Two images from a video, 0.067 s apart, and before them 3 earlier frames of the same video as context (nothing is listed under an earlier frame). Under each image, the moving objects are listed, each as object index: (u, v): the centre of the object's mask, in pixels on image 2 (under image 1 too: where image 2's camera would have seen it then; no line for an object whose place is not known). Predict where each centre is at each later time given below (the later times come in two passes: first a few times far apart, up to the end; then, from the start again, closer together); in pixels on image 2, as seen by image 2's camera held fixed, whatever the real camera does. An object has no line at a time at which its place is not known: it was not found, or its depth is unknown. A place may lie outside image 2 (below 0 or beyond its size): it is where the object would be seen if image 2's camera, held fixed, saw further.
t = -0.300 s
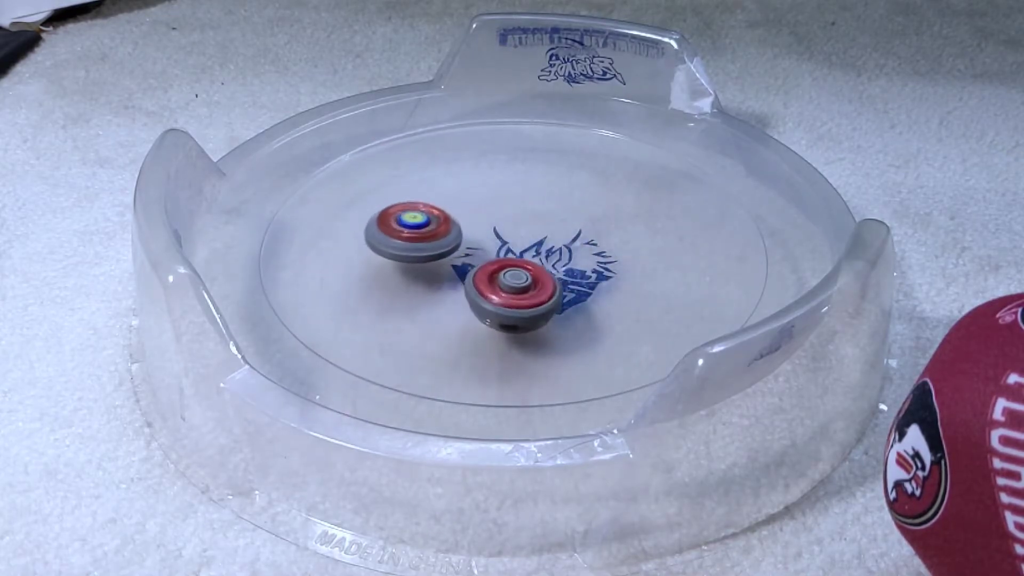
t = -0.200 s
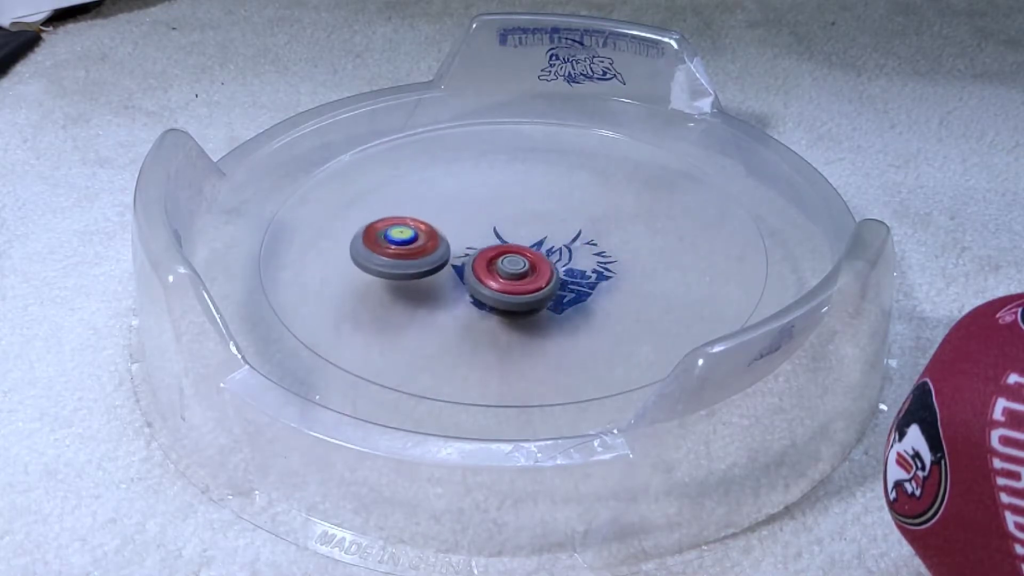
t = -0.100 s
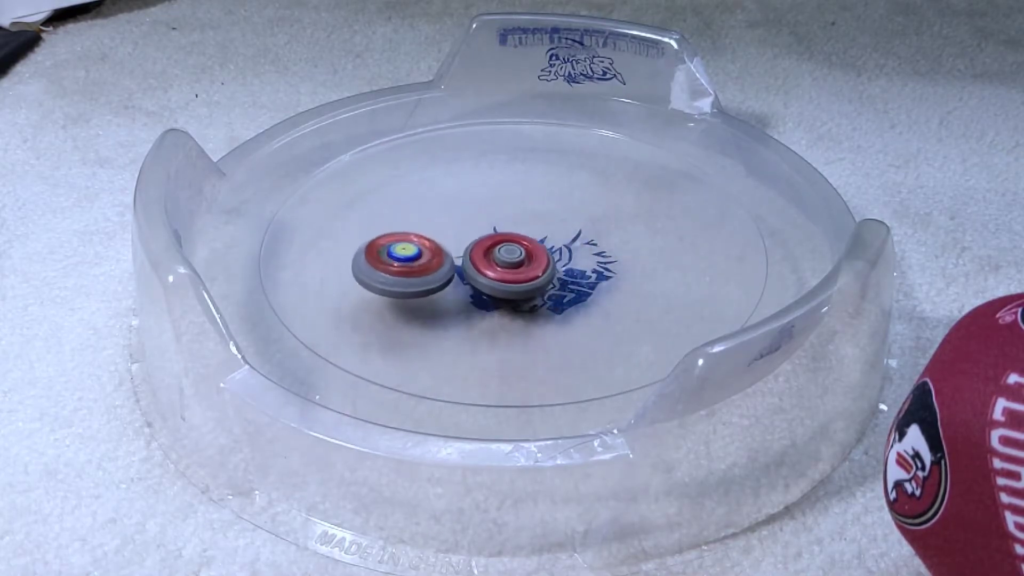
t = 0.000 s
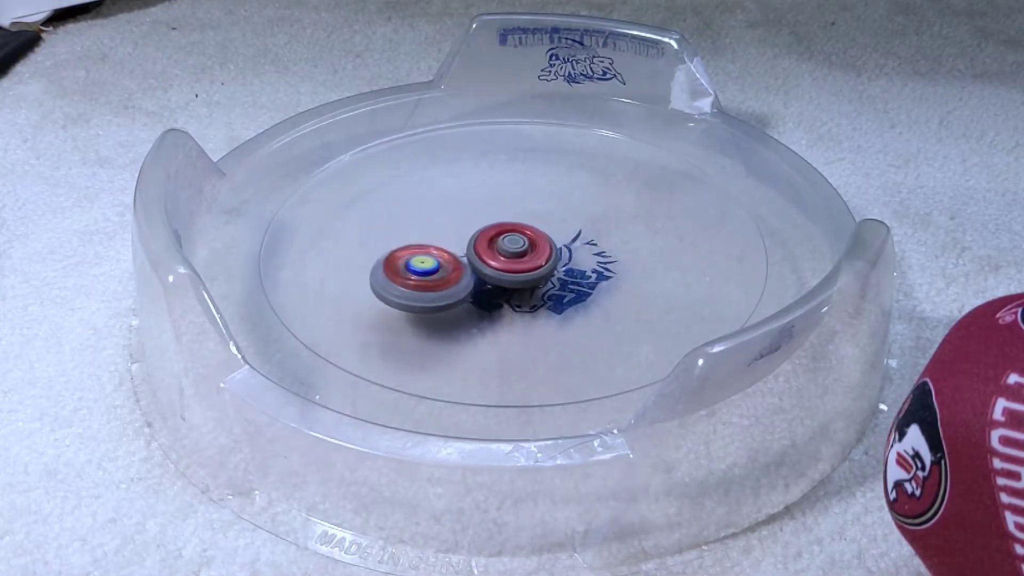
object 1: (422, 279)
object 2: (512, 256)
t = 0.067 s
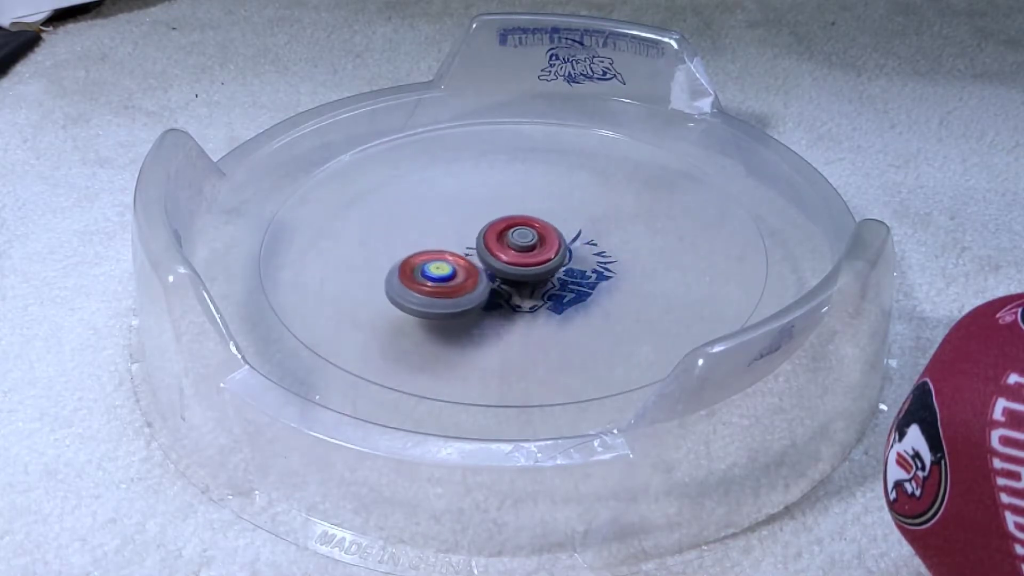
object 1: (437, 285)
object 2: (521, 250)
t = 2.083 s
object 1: (586, 312)
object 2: (520, 174)
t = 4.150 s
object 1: (543, 229)
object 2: (589, 277)
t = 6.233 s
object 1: (524, 263)
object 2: (615, 207)
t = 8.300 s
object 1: (464, 215)
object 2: (560, 281)
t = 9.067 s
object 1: (520, 245)
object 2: (611, 283)
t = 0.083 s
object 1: (441, 286)
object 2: (524, 248)
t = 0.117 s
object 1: (450, 287)
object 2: (528, 246)
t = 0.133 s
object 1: (455, 287)
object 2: (530, 245)
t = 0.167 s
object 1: (466, 287)
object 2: (533, 243)
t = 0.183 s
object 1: (472, 287)
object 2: (534, 242)
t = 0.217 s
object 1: (477, 289)
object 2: (540, 239)
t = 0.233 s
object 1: (480, 288)
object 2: (543, 237)
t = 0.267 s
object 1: (487, 286)
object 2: (547, 234)
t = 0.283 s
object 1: (491, 285)
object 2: (549, 233)
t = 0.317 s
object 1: (500, 283)
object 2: (551, 231)
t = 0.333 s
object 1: (503, 282)
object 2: (552, 230)
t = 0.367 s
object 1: (505, 281)
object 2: (557, 227)
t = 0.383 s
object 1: (507, 280)
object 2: (559, 225)
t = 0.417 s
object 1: (512, 277)
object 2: (561, 223)
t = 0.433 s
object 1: (515, 275)
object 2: (562, 222)
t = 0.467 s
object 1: (518, 272)
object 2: (564, 219)
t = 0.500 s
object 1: (518, 271)
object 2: (567, 216)
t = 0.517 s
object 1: (519, 270)
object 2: (568, 214)
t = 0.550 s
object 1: (520, 267)
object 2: (570, 212)
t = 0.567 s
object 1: (521, 265)
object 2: (570, 211)
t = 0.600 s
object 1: (522, 262)
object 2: (571, 209)
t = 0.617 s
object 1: (521, 262)
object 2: (573, 207)
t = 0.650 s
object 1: (518, 261)
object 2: (575, 203)
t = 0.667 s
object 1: (517, 259)
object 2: (575, 202)
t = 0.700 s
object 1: (516, 256)
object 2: (574, 202)
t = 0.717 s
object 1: (515, 255)
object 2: (573, 202)
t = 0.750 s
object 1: (514, 252)
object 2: (569, 201)
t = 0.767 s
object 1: (512, 251)
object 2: (567, 200)
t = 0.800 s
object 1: (507, 250)
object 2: (565, 197)
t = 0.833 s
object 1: (502, 248)
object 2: (563, 195)
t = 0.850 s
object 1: (500, 247)
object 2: (562, 195)
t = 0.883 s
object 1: (496, 246)
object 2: (558, 194)
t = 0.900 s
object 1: (494, 245)
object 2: (557, 194)
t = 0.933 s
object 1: (491, 244)
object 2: (554, 193)
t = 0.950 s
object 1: (490, 244)
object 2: (552, 194)
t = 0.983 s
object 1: (487, 244)
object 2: (549, 195)
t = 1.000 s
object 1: (486, 244)
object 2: (548, 195)
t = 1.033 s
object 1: (484, 244)
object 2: (546, 197)
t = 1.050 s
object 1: (483, 245)
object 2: (545, 198)
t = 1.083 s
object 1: (482, 245)
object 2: (545, 200)
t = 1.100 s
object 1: (481, 245)
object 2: (544, 201)
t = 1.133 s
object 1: (470, 251)
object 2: (552, 199)
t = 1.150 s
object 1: (464, 255)
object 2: (558, 197)
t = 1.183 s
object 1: (454, 261)
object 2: (567, 195)
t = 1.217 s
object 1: (451, 265)
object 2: (574, 195)
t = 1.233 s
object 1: (451, 266)
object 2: (576, 196)
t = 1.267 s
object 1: (454, 270)
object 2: (579, 199)
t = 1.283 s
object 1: (457, 271)
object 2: (579, 200)
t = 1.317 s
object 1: (462, 275)
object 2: (577, 204)
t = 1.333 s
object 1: (466, 276)
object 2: (575, 206)
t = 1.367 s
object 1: (473, 277)
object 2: (571, 209)
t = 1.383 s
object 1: (476, 277)
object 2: (569, 212)
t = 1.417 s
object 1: (484, 278)
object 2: (565, 215)
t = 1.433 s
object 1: (488, 277)
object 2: (563, 216)
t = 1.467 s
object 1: (497, 277)
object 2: (558, 221)
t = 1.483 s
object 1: (501, 276)
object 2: (556, 224)
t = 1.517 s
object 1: (506, 277)
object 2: (554, 224)
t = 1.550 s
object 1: (479, 296)
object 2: (579, 197)
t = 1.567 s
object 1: (467, 304)
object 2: (591, 184)
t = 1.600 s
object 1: (447, 320)
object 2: (607, 162)
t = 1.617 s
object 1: (439, 327)
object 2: (613, 152)
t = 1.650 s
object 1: (428, 335)
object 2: (620, 136)
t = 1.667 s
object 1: (426, 339)
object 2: (622, 130)
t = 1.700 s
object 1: (428, 343)
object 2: (620, 121)
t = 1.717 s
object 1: (432, 344)
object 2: (616, 119)
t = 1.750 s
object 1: (446, 347)
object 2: (608, 117)
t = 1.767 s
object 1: (454, 347)
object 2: (603, 118)
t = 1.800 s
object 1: (470, 348)
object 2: (594, 120)
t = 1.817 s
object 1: (478, 348)
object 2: (590, 121)
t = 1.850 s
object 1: (494, 347)
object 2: (581, 125)
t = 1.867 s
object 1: (502, 347)
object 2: (577, 127)
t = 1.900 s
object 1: (518, 343)
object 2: (568, 132)
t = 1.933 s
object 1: (534, 340)
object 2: (558, 138)
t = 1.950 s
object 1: (541, 338)
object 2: (554, 141)
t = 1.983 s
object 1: (555, 332)
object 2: (544, 149)
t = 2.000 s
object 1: (561, 329)
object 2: (540, 153)
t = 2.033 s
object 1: (572, 322)
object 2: (531, 161)
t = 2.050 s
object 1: (578, 319)
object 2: (527, 166)
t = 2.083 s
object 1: (586, 312)
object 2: (520, 174)
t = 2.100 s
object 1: (590, 308)
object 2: (516, 178)
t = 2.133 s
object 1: (596, 299)
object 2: (510, 186)
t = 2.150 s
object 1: (598, 295)
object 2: (507, 190)
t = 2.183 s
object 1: (602, 286)
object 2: (503, 196)
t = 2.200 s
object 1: (602, 281)
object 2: (500, 199)
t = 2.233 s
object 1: (602, 273)
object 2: (497, 204)
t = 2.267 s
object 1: (600, 264)
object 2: (494, 207)
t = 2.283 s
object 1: (598, 260)
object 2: (492, 209)
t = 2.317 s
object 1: (594, 251)
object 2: (490, 211)
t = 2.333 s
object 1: (591, 247)
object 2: (488, 213)
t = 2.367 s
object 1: (584, 238)
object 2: (486, 215)
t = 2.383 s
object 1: (580, 234)
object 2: (484, 216)
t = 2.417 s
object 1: (573, 226)
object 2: (481, 219)
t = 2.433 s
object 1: (571, 222)
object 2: (478, 220)
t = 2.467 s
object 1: (564, 215)
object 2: (473, 222)
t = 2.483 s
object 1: (560, 212)
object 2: (472, 223)
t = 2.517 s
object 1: (553, 205)
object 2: (468, 226)
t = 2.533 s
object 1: (549, 202)
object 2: (467, 227)
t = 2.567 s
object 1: (539, 196)
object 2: (464, 229)
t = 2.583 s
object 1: (534, 194)
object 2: (464, 230)
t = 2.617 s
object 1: (523, 189)
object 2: (462, 231)
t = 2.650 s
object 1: (512, 185)
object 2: (461, 233)
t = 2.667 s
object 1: (506, 183)
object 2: (461, 233)
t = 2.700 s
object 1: (495, 181)
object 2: (460, 235)
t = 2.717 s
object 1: (489, 179)
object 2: (460, 235)
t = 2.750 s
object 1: (478, 178)
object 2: (459, 237)
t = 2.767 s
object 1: (473, 178)
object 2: (459, 238)
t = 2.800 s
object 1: (462, 179)
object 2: (458, 239)
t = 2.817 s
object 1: (457, 179)
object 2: (458, 240)
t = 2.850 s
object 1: (447, 181)
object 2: (458, 241)
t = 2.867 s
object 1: (442, 182)
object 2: (458, 241)
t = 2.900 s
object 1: (434, 185)
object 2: (458, 242)
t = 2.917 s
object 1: (430, 186)
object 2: (458, 243)
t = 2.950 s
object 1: (423, 190)
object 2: (458, 243)
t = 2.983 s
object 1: (416, 194)
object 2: (458, 244)
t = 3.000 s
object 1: (414, 196)
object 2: (459, 245)
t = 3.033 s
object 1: (410, 200)
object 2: (460, 247)
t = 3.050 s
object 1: (408, 203)
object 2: (462, 248)
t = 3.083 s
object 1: (405, 207)
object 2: (464, 251)
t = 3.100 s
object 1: (404, 210)
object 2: (466, 252)
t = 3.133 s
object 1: (403, 216)
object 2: (471, 255)
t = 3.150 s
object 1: (403, 218)
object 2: (473, 256)
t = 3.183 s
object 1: (391, 212)
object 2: (498, 269)
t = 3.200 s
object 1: (385, 208)
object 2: (511, 276)
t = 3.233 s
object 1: (378, 205)
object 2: (535, 287)
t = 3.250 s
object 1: (376, 205)
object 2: (546, 291)
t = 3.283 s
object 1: (376, 209)
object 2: (565, 297)
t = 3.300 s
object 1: (377, 212)
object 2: (572, 298)
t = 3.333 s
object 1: (379, 219)
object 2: (582, 299)
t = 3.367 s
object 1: (383, 226)
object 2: (587, 298)
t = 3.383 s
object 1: (385, 230)
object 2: (589, 298)
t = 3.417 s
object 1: (392, 237)
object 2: (591, 297)
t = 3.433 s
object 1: (395, 240)
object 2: (592, 296)
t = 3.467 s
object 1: (404, 246)
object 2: (592, 294)
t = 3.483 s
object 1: (409, 249)
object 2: (592, 294)
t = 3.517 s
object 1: (419, 255)
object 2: (591, 292)
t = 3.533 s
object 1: (425, 256)
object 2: (590, 291)
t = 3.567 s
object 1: (437, 261)
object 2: (588, 289)
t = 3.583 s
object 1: (443, 263)
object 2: (587, 289)
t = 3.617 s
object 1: (456, 267)
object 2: (584, 287)
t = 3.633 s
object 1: (463, 268)
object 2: (584, 286)
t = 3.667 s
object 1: (477, 270)
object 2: (581, 285)
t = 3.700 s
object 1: (488, 270)
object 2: (580, 283)
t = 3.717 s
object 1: (491, 269)
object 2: (583, 283)
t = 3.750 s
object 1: (486, 260)
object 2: (603, 286)
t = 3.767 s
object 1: (484, 257)
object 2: (610, 286)
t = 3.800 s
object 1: (485, 252)
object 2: (618, 287)
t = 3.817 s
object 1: (487, 249)
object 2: (619, 287)
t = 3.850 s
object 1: (494, 247)
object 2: (620, 287)
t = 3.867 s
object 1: (498, 247)
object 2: (620, 286)
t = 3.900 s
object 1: (505, 246)
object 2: (618, 285)
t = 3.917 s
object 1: (508, 245)
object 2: (617, 285)
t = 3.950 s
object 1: (514, 244)
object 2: (614, 284)
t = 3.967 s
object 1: (517, 243)
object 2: (613, 284)
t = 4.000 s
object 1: (523, 241)
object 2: (609, 282)
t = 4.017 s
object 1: (526, 240)
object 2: (607, 282)
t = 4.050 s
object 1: (531, 238)
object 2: (603, 281)
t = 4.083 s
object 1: (535, 235)
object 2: (599, 280)
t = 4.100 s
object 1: (538, 233)
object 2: (596, 279)
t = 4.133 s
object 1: (541, 230)
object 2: (592, 278)
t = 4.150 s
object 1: (543, 229)
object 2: (589, 277)
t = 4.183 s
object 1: (547, 226)
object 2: (585, 276)
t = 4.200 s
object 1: (548, 224)
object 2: (583, 275)
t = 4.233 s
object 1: (550, 221)
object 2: (579, 274)
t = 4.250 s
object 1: (550, 220)
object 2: (576, 273)
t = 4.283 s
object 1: (550, 217)
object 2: (572, 272)
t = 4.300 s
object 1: (550, 216)
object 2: (569, 272)
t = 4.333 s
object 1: (549, 214)
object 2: (565, 271)
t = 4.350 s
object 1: (549, 214)
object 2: (564, 271)
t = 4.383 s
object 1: (547, 213)
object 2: (560, 270)
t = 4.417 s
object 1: (545, 212)
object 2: (556, 268)
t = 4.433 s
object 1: (543, 211)
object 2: (553, 266)
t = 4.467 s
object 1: (540, 211)
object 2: (549, 265)
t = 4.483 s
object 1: (538, 210)
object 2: (548, 264)
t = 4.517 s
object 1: (533, 210)
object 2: (545, 265)
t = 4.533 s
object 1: (531, 209)
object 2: (543, 264)
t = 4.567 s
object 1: (526, 209)
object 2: (541, 264)
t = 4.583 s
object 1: (523, 209)
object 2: (539, 263)
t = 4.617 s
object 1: (518, 210)
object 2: (538, 264)
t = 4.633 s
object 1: (514, 210)
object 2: (537, 264)
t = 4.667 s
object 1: (507, 210)
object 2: (536, 265)
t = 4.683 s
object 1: (504, 211)
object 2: (535, 265)
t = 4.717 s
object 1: (498, 213)
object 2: (534, 264)
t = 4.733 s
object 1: (496, 214)
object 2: (533, 264)
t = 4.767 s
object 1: (490, 217)
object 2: (534, 262)
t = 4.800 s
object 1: (480, 218)
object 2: (538, 267)
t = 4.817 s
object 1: (475, 219)
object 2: (539, 269)
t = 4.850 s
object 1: (468, 222)
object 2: (540, 271)
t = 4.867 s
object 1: (467, 225)
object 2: (540, 271)
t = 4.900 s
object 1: (465, 230)
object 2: (541, 270)
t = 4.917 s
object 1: (465, 233)
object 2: (541, 270)
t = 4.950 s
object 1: (465, 238)
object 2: (543, 268)
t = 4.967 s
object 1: (465, 241)
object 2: (543, 268)
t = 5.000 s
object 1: (452, 235)
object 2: (568, 276)
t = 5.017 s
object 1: (445, 233)
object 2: (580, 278)
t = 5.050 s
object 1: (435, 229)
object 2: (602, 283)
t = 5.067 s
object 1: (431, 228)
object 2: (610, 284)
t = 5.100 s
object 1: (427, 228)
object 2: (622, 285)
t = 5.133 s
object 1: (427, 232)
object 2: (627, 284)
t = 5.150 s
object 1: (428, 235)
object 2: (627, 284)
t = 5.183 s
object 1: (428, 241)
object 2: (627, 282)
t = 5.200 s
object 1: (429, 245)
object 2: (626, 282)
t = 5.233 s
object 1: (431, 250)
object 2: (625, 280)
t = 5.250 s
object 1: (432, 253)
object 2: (623, 279)
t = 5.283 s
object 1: (435, 259)
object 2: (621, 278)
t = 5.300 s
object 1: (437, 262)
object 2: (620, 277)
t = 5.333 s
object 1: (442, 268)
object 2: (617, 275)
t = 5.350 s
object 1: (445, 271)
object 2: (617, 275)
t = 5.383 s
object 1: (452, 276)
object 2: (614, 274)
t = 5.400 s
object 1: (456, 278)
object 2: (614, 273)
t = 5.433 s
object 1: (464, 282)
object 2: (611, 272)
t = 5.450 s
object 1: (468, 283)
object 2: (610, 271)
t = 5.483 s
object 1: (477, 286)
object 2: (607, 270)
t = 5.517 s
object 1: (485, 287)
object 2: (604, 269)
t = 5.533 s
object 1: (490, 288)
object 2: (602, 269)
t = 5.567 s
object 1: (498, 288)
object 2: (598, 268)
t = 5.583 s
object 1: (501, 290)
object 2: (598, 266)
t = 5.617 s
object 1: (505, 290)
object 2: (599, 264)
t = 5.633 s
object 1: (502, 290)
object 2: (605, 262)
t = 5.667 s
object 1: (493, 291)
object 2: (618, 256)
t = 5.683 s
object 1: (490, 290)
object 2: (622, 253)
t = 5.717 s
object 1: (489, 289)
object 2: (625, 250)
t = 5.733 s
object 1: (490, 288)
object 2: (625, 249)
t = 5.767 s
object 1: (495, 288)
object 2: (624, 247)
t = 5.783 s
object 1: (498, 289)
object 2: (622, 246)
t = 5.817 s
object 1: (504, 288)
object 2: (619, 245)
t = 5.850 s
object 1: (511, 288)
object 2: (616, 243)
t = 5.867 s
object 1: (515, 288)
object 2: (614, 243)
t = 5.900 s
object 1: (522, 288)
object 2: (611, 241)
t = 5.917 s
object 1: (525, 287)
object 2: (609, 241)
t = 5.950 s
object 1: (531, 285)
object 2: (606, 239)
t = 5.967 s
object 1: (533, 283)
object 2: (604, 239)
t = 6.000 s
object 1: (532, 282)
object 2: (606, 231)
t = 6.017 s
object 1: (528, 284)
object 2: (611, 227)
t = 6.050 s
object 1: (523, 284)
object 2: (620, 222)
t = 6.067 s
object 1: (521, 283)
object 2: (623, 218)
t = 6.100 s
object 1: (518, 279)
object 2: (624, 213)
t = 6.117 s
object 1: (518, 277)
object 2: (624, 211)
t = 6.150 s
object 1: (519, 273)
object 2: (622, 209)
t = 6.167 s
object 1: (520, 271)
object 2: (620, 209)
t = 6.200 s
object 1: (523, 268)
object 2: (618, 208)
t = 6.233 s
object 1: (524, 263)
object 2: (615, 207)
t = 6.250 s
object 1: (525, 262)
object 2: (613, 207)
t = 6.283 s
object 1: (525, 258)
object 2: (610, 207)
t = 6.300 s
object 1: (526, 256)
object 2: (608, 207)
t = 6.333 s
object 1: (525, 252)
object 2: (604, 207)
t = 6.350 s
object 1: (525, 250)
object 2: (603, 207)
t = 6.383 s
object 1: (523, 246)
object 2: (599, 207)
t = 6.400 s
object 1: (522, 244)
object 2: (598, 207)
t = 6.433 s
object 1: (519, 242)
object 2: (595, 206)
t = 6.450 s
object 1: (515, 239)
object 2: (594, 207)
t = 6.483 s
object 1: (509, 238)
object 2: (594, 208)
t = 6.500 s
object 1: (506, 237)
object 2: (592, 209)
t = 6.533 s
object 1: (502, 235)
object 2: (588, 211)
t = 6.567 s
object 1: (496, 233)
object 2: (590, 211)
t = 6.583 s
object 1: (491, 233)
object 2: (593, 211)
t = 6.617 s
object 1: (485, 230)
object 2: (595, 212)
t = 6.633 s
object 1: (484, 229)
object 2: (595, 213)
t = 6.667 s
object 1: (483, 227)
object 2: (594, 214)
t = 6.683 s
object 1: (483, 226)
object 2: (594, 215)
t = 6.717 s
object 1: (481, 225)
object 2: (592, 216)
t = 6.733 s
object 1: (481, 225)
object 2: (591, 217)
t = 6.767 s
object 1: (481, 225)
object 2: (589, 218)
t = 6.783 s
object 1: (481, 225)
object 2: (588, 219)
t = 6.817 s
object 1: (480, 225)
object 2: (585, 221)
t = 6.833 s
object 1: (480, 225)
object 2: (583, 221)
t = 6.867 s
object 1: (480, 225)
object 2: (581, 223)
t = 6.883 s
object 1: (481, 226)
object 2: (579, 224)
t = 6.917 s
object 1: (482, 227)
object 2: (576, 226)
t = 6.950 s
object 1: (481, 228)
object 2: (575, 228)
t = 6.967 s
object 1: (481, 228)
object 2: (574, 230)
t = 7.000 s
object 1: (478, 228)
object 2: (575, 232)
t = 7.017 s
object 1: (476, 228)
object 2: (577, 234)
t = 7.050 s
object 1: (475, 229)
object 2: (577, 237)
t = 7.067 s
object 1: (475, 230)
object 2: (576, 238)
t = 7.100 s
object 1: (478, 233)
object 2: (573, 240)
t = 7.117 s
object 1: (479, 234)
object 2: (572, 240)
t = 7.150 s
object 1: (480, 236)
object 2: (572, 241)
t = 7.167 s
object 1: (479, 236)
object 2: (574, 243)
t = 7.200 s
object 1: (480, 238)
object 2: (573, 246)
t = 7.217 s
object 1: (481, 239)
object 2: (572, 246)
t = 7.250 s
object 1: (478, 240)
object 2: (577, 248)
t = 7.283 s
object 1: (478, 241)
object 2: (577, 250)
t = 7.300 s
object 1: (479, 242)
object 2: (577, 251)
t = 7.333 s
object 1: (483, 244)
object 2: (574, 253)
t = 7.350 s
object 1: (480, 244)
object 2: (578, 253)
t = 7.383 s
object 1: (477, 244)
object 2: (585, 256)
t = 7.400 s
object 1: (477, 244)
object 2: (585, 257)
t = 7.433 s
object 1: (479, 245)
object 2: (583, 258)
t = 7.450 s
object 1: (480, 246)
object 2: (582, 259)
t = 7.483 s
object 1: (483, 248)
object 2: (579, 260)
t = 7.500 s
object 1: (485, 249)
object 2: (578, 260)
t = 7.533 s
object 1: (486, 248)
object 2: (579, 261)
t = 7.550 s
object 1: (487, 248)
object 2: (579, 262)
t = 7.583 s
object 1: (488, 247)
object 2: (578, 263)
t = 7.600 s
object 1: (488, 247)
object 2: (580, 264)
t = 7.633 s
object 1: (490, 247)
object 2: (579, 264)
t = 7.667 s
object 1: (491, 246)
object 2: (576, 265)
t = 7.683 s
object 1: (491, 245)
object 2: (577, 265)
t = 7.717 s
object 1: (492, 244)
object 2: (575, 266)
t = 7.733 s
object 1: (492, 243)
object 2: (575, 265)
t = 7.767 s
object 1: (492, 241)
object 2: (574, 268)
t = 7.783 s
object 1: (492, 240)
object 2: (573, 269)
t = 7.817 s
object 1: (492, 238)
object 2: (571, 269)
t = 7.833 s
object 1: (492, 238)
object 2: (570, 270)
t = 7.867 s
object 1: (492, 236)
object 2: (567, 270)
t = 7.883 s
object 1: (492, 236)
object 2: (567, 270)
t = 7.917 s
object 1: (492, 235)
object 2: (564, 271)
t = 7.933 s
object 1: (491, 234)
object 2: (562, 270)
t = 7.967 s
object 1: (490, 233)
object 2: (560, 270)
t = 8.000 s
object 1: (490, 232)
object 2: (557, 271)
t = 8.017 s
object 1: (490, 232)
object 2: (556, 271)
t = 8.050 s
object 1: (489, 230)
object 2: (552, 270)
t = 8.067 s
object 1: (488, 230)
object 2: (551, 269)
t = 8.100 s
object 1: (487, 229)
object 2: (548, 267)
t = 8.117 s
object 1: (486, 228)
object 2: (547, 266)
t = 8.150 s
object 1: (484, 227)
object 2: (545, 265)
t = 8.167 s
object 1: (481, 221)
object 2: (550, 271)
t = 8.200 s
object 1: (475, 216)
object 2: (556, 276)
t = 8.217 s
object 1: (472, 213)
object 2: (558, 279)
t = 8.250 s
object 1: (468, 212)
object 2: (560, 281)
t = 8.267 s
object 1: (467, 213)
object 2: (560, 281)
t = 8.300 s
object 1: (464, 215)
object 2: (560, 281)
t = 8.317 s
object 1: (463, 217)
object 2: (559, 281)
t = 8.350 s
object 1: (461, 219)
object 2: (558, 280)
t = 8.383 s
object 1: (460, 223)
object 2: (557, 278)
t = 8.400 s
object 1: (460, 225)
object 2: (557, 277)
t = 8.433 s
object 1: (461, 228)
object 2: (556, 276)
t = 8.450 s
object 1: (461, 230)
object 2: (556, 275)
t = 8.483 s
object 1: (464, 234)
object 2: (555, 274)
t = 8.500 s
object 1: (465, 236)
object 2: (555, 273)
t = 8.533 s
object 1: (468, 239)
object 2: (554, 272)
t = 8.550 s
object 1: (470, 241)
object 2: (554, 272)
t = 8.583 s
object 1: (473, 244)
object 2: (555, 271)
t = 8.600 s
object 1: (473, 245)
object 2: (557, 271)
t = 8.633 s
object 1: (477, 248)
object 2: (560, 270)
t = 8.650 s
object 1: (480, 249)
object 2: (562, 270)
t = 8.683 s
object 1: (482, 248)
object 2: (573, 270)
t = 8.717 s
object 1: (484, 246)
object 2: (583, 276)
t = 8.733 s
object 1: (487, 244)
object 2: (587, 279)
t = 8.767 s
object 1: (493, 244)
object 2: (593, 281)
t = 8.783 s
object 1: (496, 244)
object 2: (594, 280)
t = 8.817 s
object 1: (502, 246)
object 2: (594, 280)
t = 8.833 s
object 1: (505, 247)
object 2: (595, 280)
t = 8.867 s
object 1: (509, 248)
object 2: (595, 279)
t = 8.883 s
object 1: (512, 249)
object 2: (595, 278)
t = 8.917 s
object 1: (516, 250)
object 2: (595, 277)
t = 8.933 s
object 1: (518, 250)
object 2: (594, 276)
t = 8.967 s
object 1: (519, 248)
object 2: (603, 279)
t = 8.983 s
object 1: (518, 247)
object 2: (607, 281)
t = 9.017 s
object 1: (517, 245)
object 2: (611, 283)
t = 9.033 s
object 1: (518, 245)
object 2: (610, 284)
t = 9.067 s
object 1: (520, 245)
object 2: (611, 283)
